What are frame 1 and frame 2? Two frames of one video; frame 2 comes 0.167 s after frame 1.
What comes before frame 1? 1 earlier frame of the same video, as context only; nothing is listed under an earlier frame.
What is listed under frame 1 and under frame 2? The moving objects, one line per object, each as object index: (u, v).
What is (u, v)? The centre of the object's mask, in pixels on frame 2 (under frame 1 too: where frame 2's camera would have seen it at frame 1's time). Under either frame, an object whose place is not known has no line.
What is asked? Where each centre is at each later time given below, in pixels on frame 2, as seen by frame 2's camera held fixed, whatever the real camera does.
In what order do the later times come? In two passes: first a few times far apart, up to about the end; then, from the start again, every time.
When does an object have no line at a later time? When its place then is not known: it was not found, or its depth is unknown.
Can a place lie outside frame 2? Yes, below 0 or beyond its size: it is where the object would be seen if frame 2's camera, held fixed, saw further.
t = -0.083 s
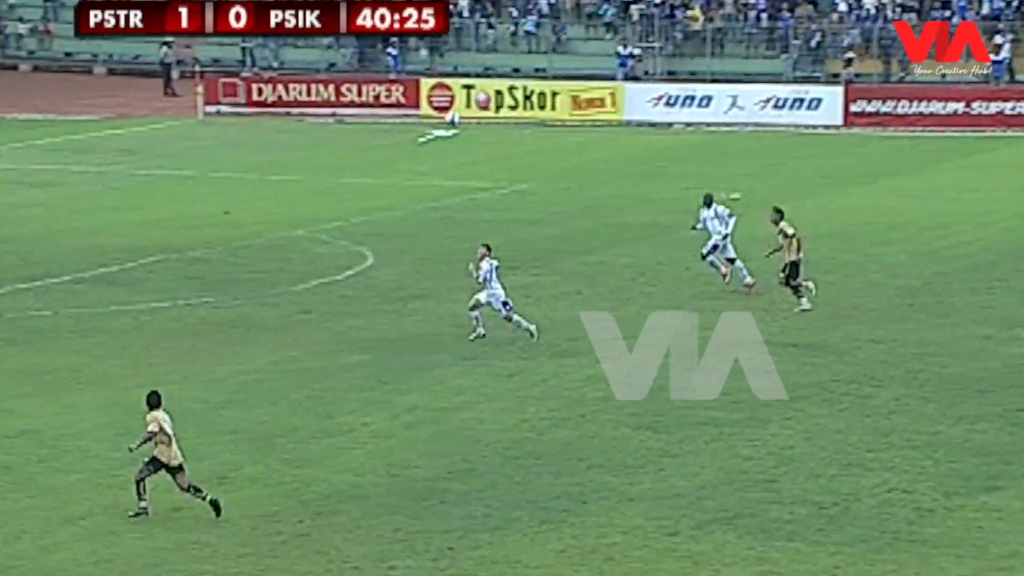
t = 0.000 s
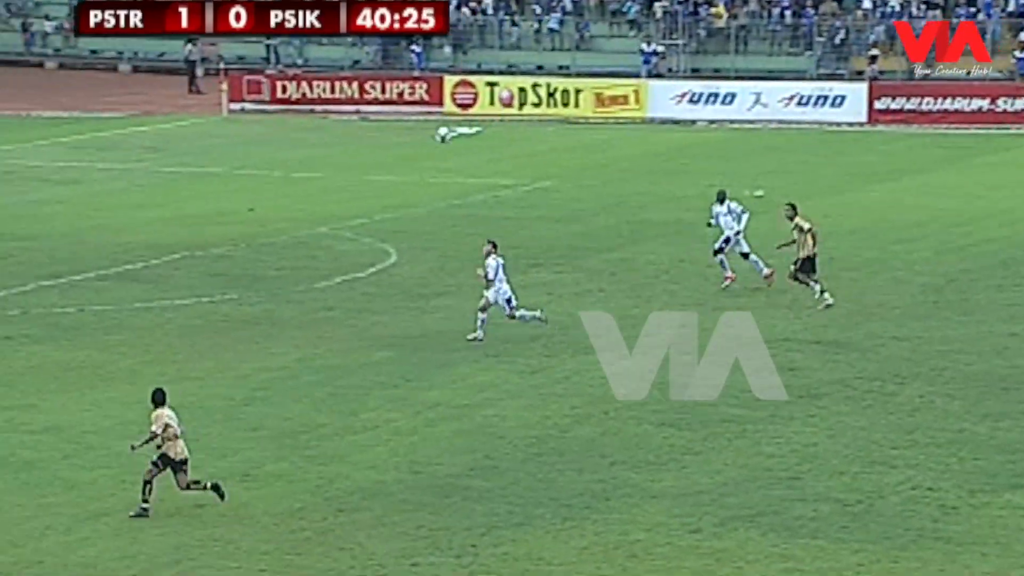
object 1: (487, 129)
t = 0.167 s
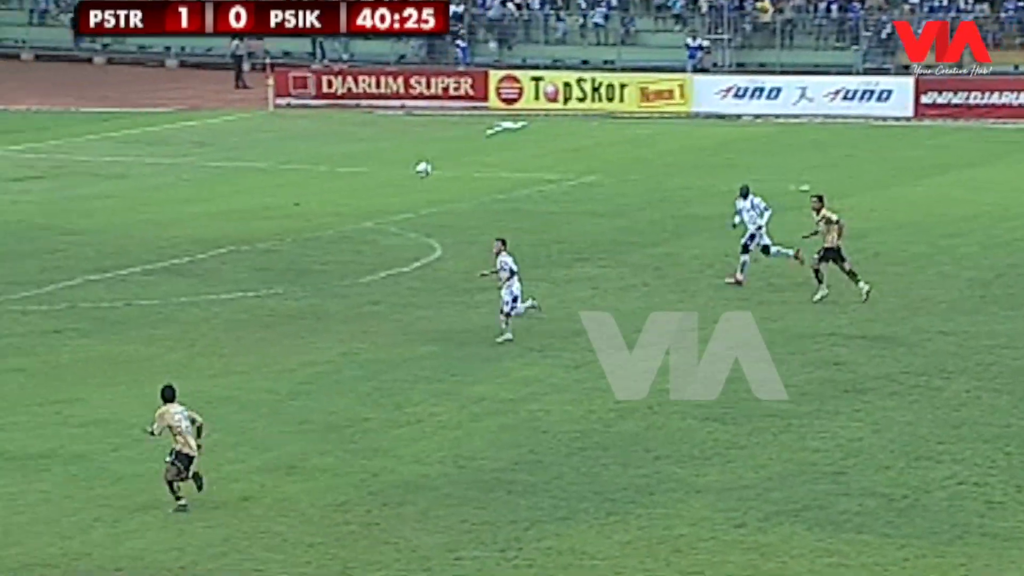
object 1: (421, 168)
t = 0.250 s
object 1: (389, 190)
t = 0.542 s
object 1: (274, 270)
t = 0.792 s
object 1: (174, 345)
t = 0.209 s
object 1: (406, 178)
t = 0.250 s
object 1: (389, 190)
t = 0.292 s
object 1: (374, 201)
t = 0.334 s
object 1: (357, 213)
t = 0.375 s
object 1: (339, 224)
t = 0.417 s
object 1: (323, 234)
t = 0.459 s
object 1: (307, 247)
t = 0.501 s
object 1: (290, 258)
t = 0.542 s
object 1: (274, 270)
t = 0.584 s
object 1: (258, 282)
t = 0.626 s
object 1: (241, 295)
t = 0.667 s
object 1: (225, 307)
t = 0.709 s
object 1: (208, 319)
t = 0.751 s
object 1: (190, 332)
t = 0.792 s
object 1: (174, 345)
